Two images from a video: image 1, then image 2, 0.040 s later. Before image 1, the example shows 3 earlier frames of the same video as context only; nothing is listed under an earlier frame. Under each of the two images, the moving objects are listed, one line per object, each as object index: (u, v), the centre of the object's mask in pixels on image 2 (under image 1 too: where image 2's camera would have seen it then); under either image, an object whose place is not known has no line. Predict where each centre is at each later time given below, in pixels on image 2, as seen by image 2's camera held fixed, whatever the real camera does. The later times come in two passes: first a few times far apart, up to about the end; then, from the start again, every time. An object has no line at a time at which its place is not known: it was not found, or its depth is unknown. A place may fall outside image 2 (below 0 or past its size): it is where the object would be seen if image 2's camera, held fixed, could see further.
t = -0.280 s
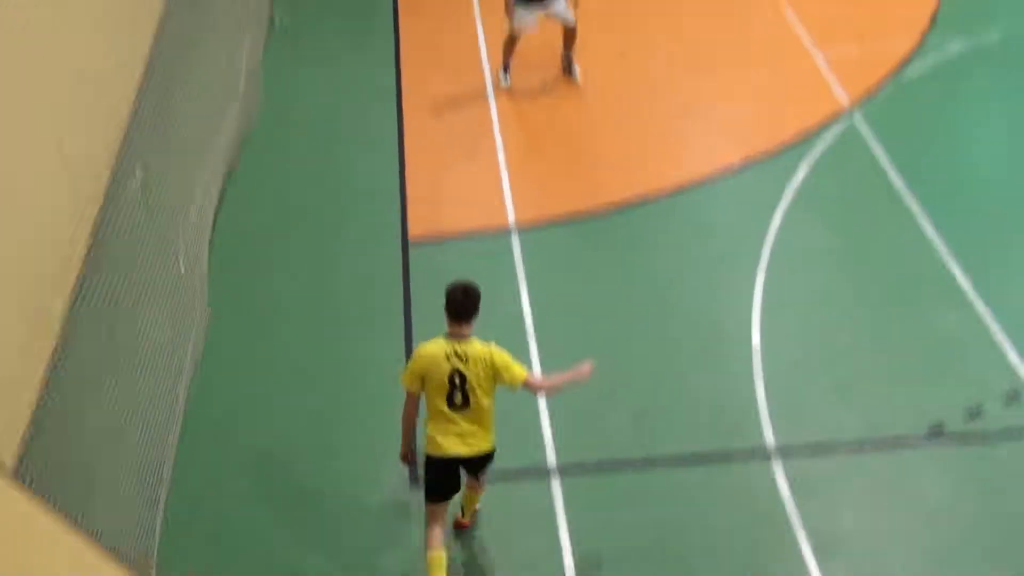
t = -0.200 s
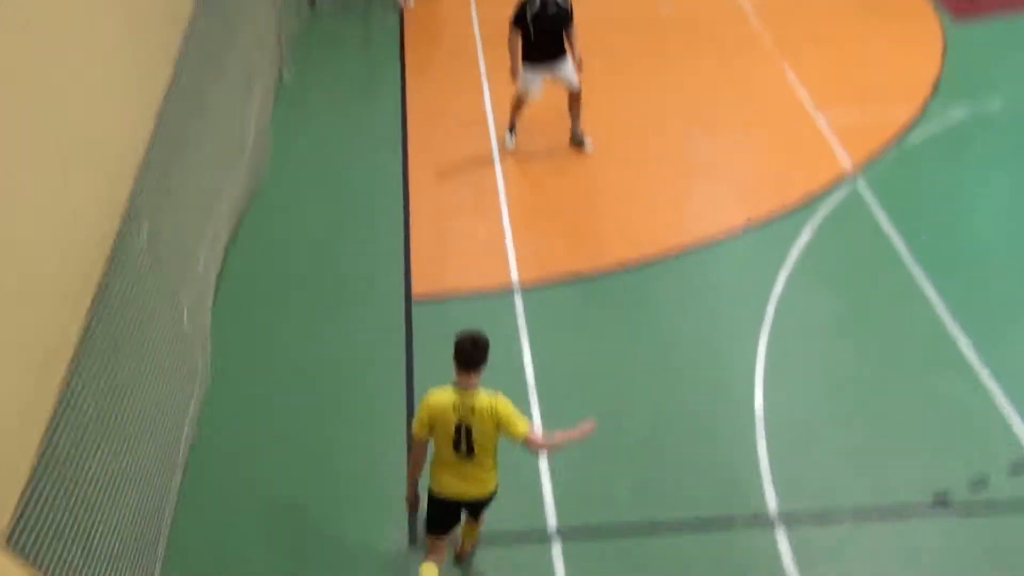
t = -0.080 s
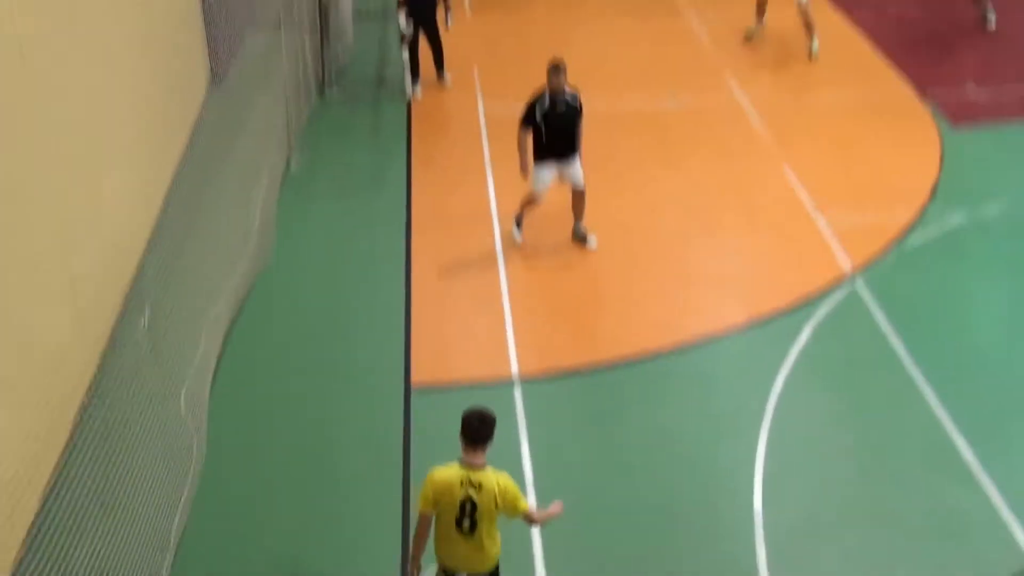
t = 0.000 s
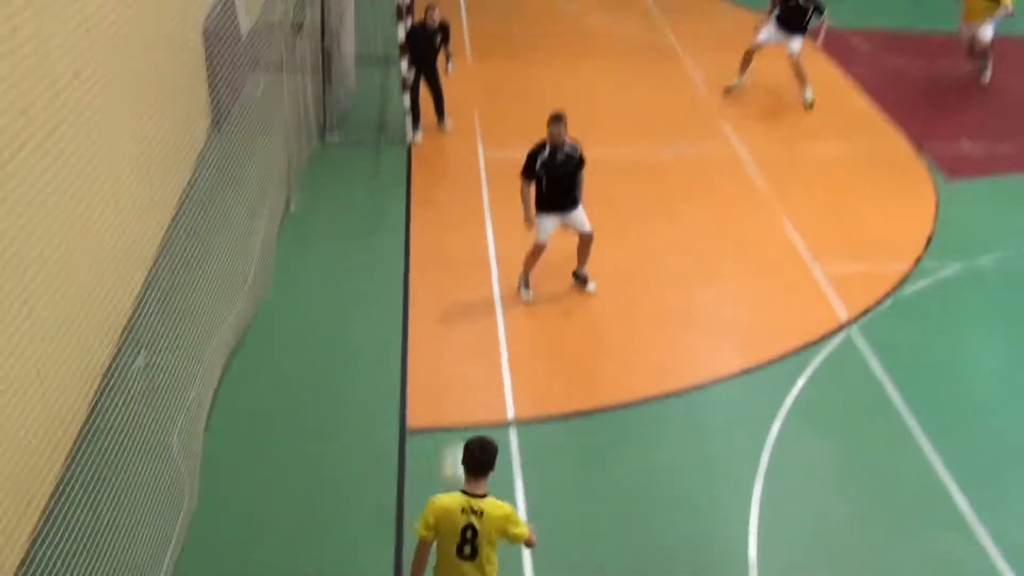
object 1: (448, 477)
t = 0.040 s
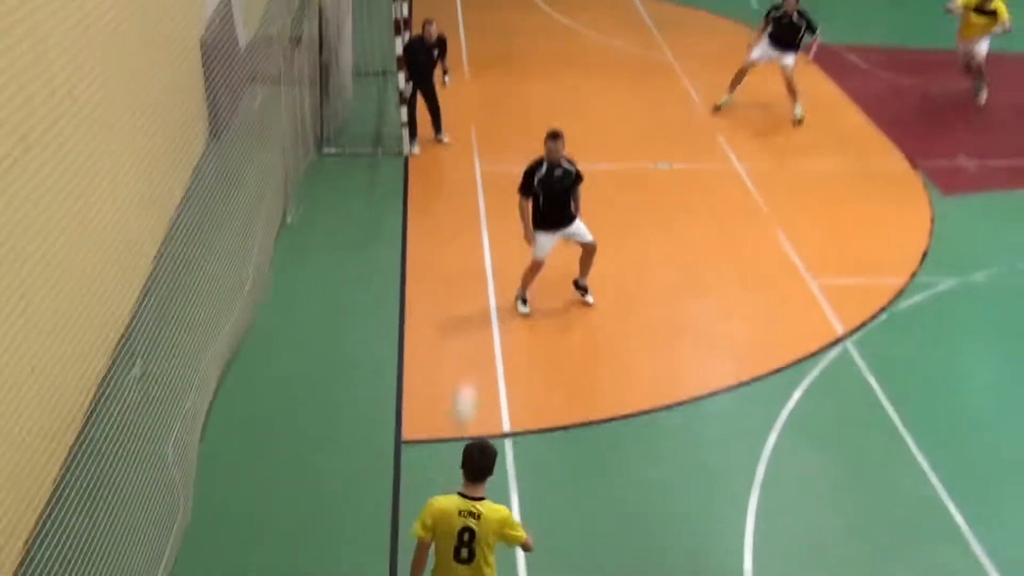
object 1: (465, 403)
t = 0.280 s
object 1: (516, 108)
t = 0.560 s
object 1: (552, -60)
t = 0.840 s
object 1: (571, -120)
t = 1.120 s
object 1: (581, -115)
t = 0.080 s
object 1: (475, 341)
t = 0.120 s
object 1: (482, 284)
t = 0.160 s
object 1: (494, 234)
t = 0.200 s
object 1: (502, 186)
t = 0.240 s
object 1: (509, 145)
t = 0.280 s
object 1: (516, 108)
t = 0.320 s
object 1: (523, 74)
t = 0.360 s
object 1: (528, 44)
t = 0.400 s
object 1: (533, 18)
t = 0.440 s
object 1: (539, -6)
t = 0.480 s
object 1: (544, -27)
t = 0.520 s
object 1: (548, -44)
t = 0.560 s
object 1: (552, -60)
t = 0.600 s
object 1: (555, -73)
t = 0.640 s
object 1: (558, -85)
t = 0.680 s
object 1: (561, -95)
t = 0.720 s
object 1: (564, -104)
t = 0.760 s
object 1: (568, -110)
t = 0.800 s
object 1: (569, -116)
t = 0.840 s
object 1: (571, -120)
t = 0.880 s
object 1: (574, -122)
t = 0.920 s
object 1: (575, -123)
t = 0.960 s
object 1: (576, -123)
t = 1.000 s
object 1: (577, -122)
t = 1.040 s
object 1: (579, -120)
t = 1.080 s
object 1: (581, -118)
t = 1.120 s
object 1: (581, -115)
